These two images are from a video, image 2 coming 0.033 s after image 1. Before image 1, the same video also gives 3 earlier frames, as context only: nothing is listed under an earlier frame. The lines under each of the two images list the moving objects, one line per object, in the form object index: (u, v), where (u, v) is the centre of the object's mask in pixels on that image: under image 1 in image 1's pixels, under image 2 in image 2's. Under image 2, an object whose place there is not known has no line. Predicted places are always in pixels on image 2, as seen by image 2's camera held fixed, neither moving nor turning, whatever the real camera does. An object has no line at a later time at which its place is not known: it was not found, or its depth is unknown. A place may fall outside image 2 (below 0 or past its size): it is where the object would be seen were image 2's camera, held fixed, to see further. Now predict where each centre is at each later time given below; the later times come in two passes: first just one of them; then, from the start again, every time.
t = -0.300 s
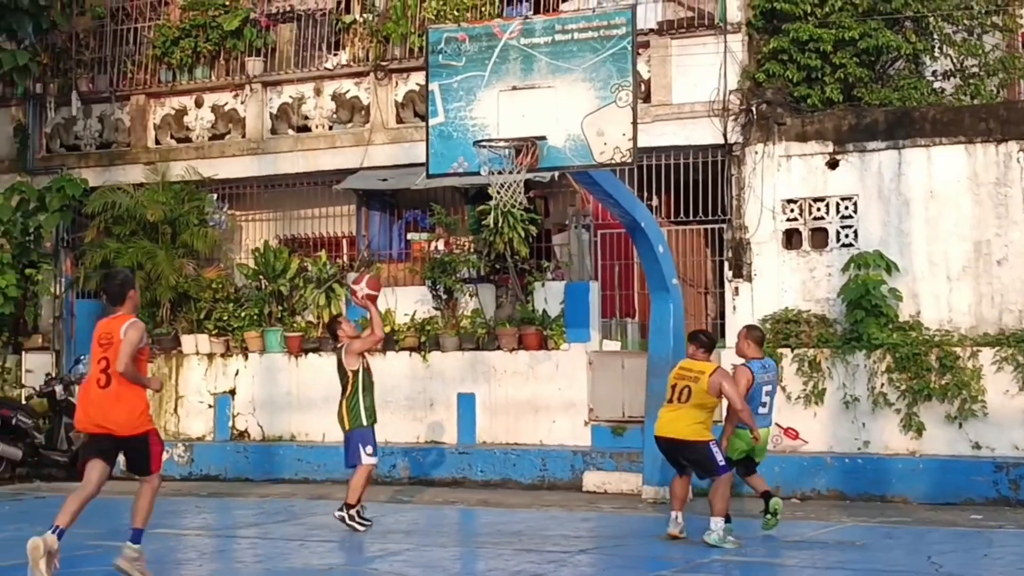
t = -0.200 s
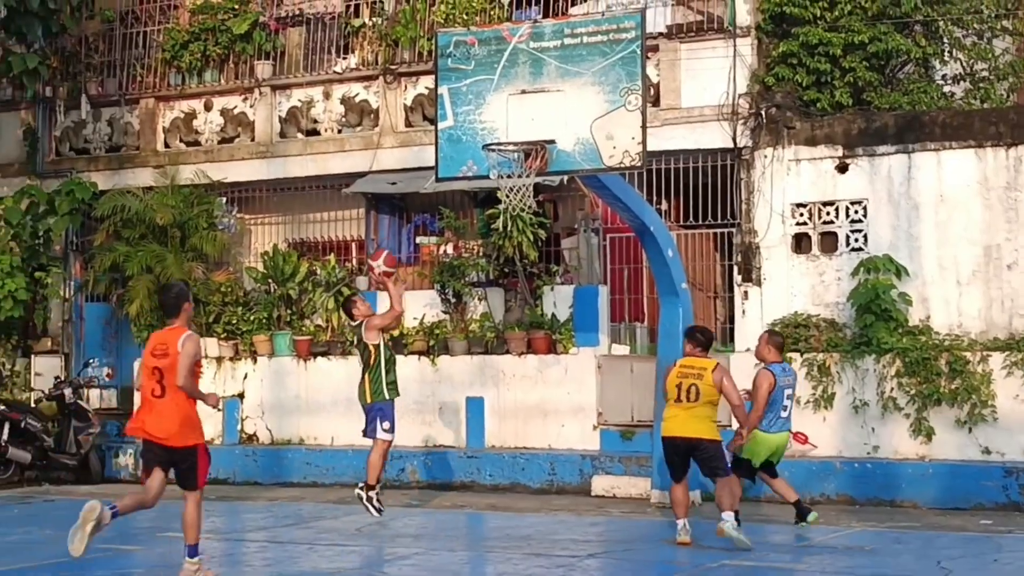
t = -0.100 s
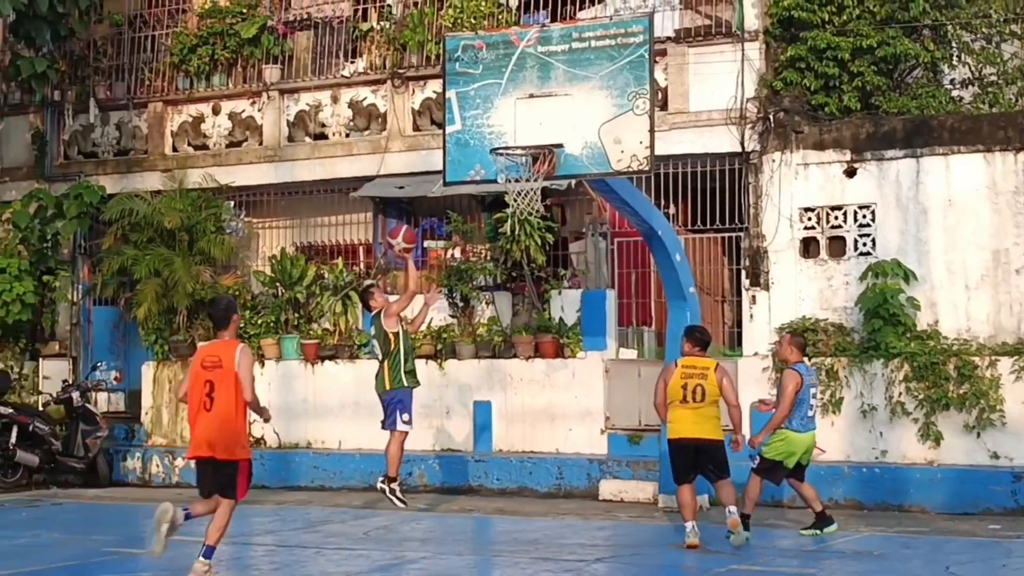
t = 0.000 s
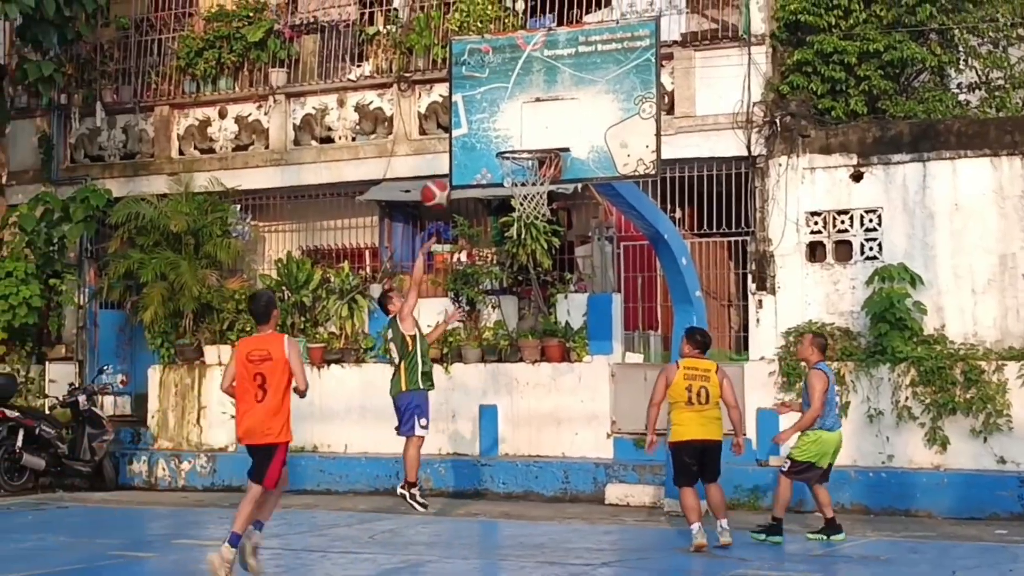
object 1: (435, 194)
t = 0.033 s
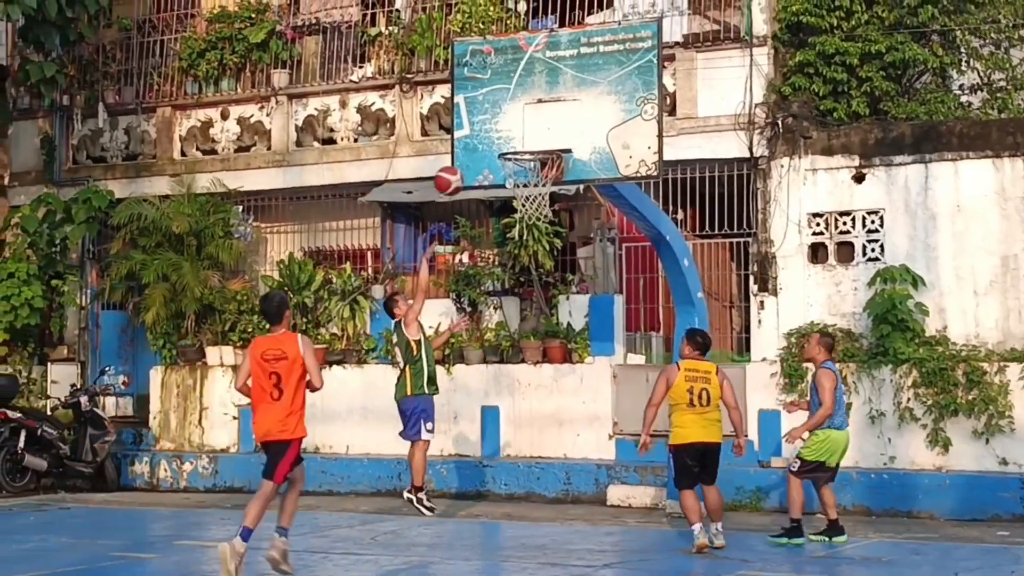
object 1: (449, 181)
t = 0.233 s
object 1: (505, 126)
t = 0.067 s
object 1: (459, 168)
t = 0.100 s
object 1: (470, 156)
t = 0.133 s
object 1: (481, 147)
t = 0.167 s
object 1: (492, 137)
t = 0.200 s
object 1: (502, 130)
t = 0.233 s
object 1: (505, 126)
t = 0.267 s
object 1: (508, 123)
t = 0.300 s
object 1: (510, 121)
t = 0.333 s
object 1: (513, 122)
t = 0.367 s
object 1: (516, 124)
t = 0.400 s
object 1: (519, 128)
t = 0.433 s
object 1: (522, 132)
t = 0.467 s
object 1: (525, 138)
